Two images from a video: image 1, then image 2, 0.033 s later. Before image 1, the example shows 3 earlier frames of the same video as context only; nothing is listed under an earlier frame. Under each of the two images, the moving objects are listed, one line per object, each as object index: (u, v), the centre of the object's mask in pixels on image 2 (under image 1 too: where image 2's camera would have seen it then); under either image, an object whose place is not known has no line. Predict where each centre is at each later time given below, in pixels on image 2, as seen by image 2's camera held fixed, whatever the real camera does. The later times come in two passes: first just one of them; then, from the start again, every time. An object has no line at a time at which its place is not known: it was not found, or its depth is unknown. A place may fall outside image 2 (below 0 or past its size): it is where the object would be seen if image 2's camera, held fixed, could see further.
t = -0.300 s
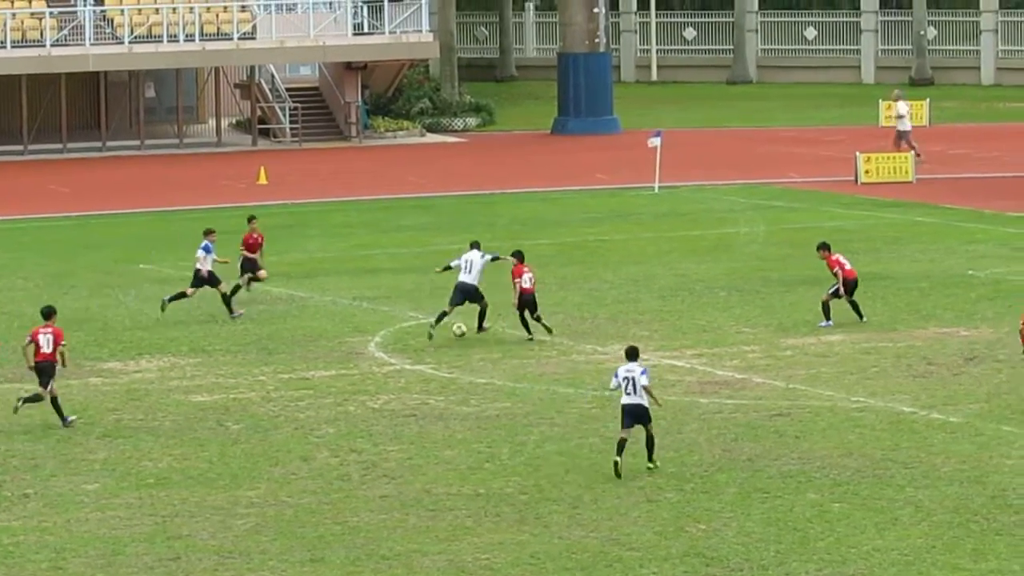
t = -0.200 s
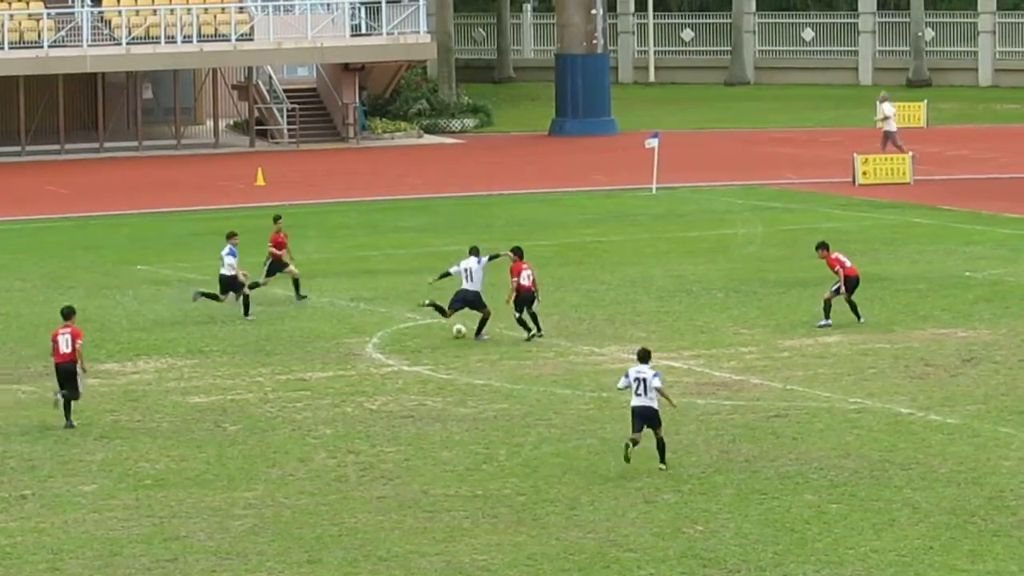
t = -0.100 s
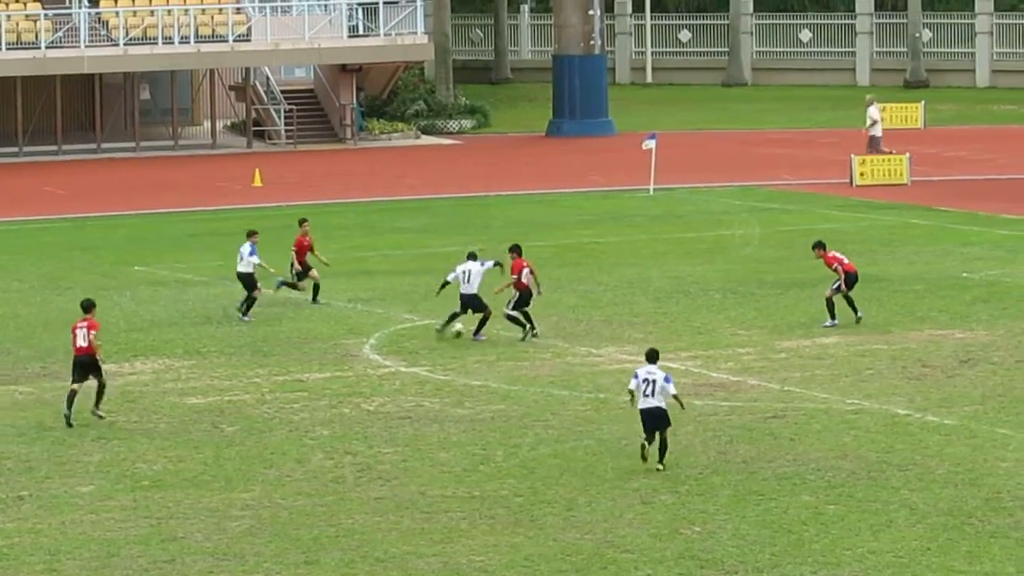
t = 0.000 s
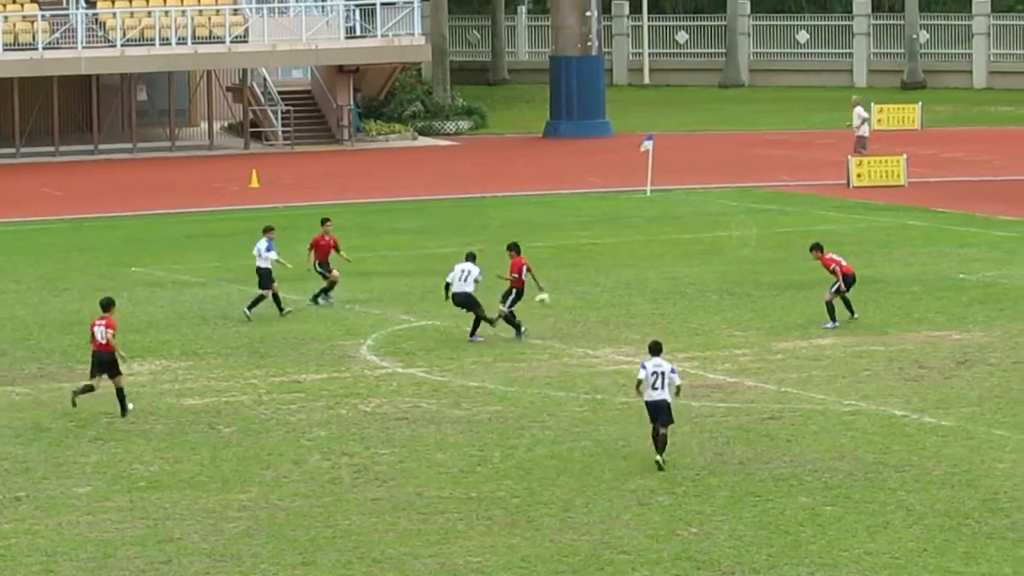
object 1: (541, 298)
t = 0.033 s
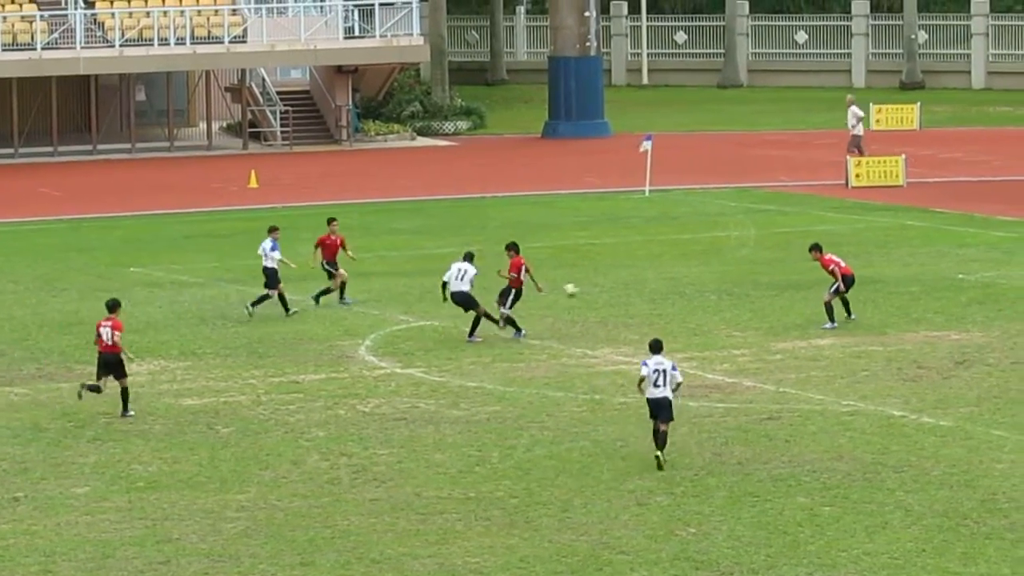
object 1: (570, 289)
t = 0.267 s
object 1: (757, 238)
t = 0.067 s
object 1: (598, 280)
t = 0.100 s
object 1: (625, 272)
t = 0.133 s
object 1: (653, 264)
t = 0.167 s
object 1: (680, 255)
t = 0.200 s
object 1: (707, 250)
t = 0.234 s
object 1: (732, 244)
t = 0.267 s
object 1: (757, 238)
